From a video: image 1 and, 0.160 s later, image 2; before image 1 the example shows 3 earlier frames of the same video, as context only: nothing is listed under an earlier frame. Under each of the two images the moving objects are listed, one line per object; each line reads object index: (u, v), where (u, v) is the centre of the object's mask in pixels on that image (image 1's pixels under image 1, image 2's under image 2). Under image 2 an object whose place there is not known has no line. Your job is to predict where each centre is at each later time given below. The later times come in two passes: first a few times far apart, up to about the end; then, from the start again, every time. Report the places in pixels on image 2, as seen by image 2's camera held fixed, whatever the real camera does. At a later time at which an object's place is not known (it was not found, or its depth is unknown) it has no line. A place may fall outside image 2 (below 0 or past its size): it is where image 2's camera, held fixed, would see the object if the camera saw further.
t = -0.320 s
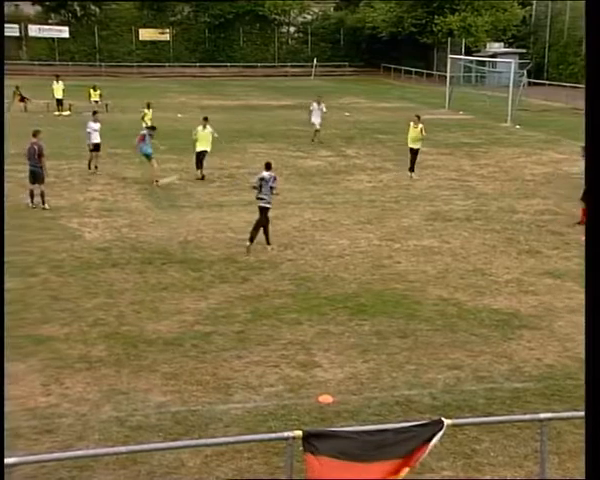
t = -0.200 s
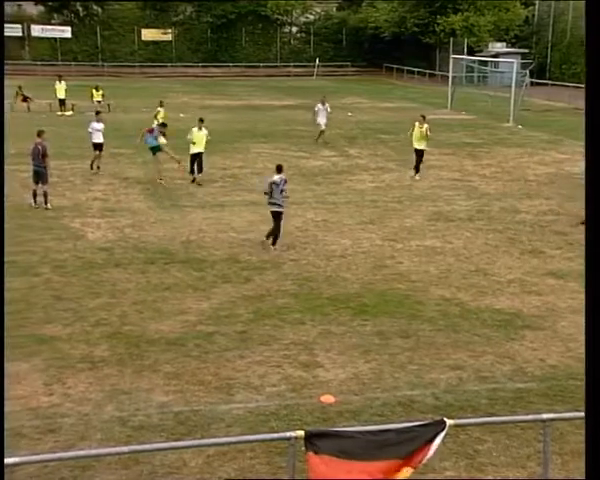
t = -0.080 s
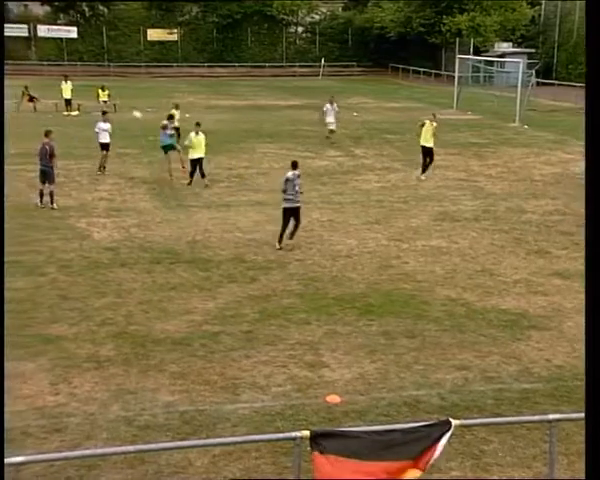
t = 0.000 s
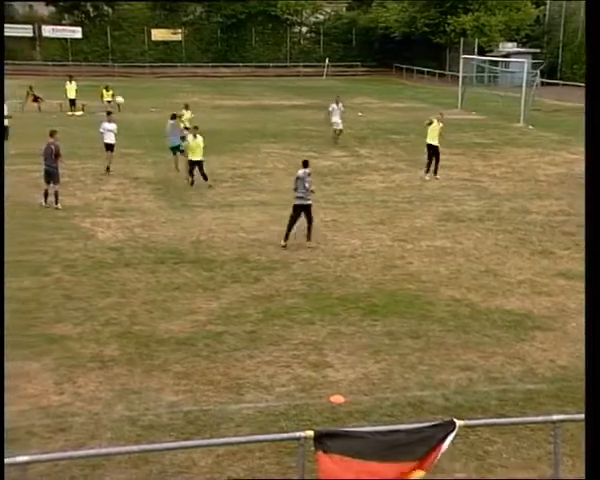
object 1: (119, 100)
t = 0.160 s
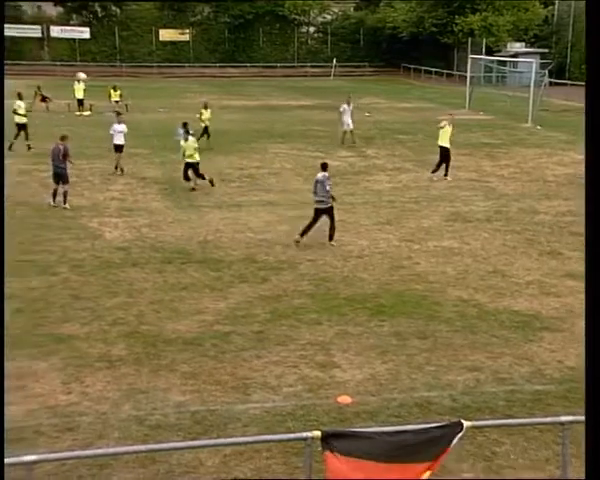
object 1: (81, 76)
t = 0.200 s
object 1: (69, 71)
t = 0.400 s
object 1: (7, 59)
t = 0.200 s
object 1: (69, 71)
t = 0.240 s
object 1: (57, 67)
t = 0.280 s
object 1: (44, 64)
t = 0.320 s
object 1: (32, 61)
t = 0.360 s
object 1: (20, 60)
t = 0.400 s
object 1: (7, 59)
